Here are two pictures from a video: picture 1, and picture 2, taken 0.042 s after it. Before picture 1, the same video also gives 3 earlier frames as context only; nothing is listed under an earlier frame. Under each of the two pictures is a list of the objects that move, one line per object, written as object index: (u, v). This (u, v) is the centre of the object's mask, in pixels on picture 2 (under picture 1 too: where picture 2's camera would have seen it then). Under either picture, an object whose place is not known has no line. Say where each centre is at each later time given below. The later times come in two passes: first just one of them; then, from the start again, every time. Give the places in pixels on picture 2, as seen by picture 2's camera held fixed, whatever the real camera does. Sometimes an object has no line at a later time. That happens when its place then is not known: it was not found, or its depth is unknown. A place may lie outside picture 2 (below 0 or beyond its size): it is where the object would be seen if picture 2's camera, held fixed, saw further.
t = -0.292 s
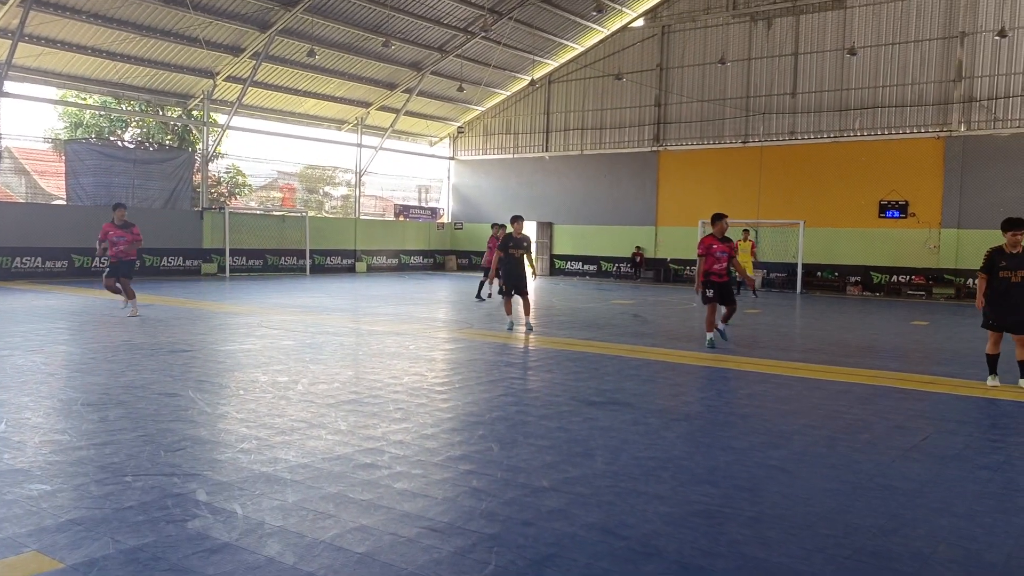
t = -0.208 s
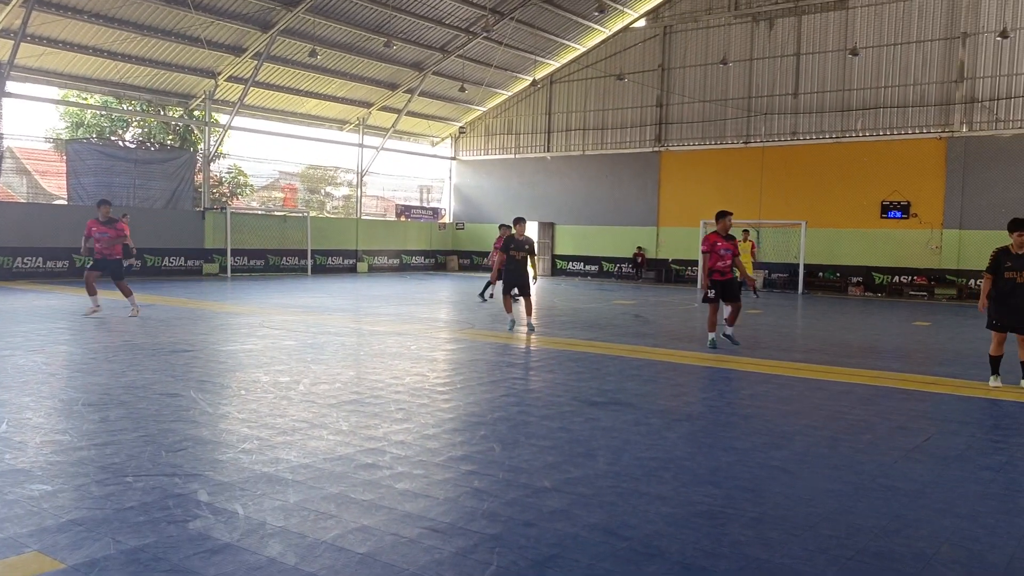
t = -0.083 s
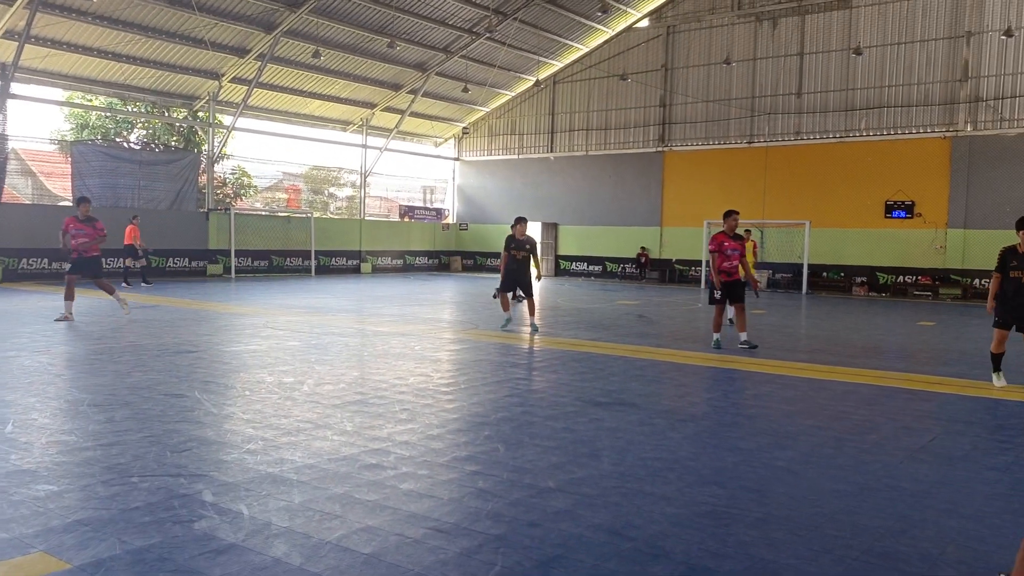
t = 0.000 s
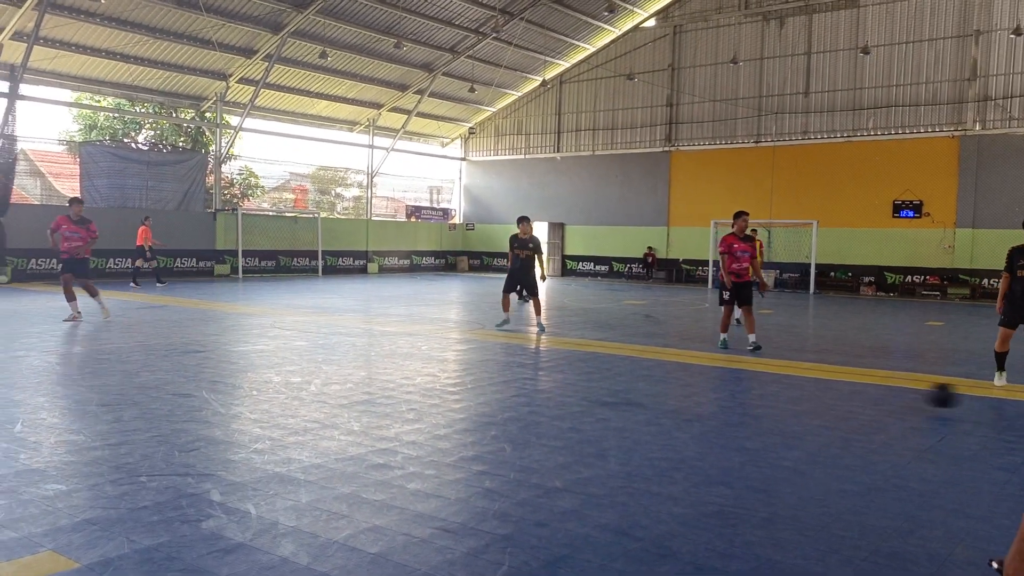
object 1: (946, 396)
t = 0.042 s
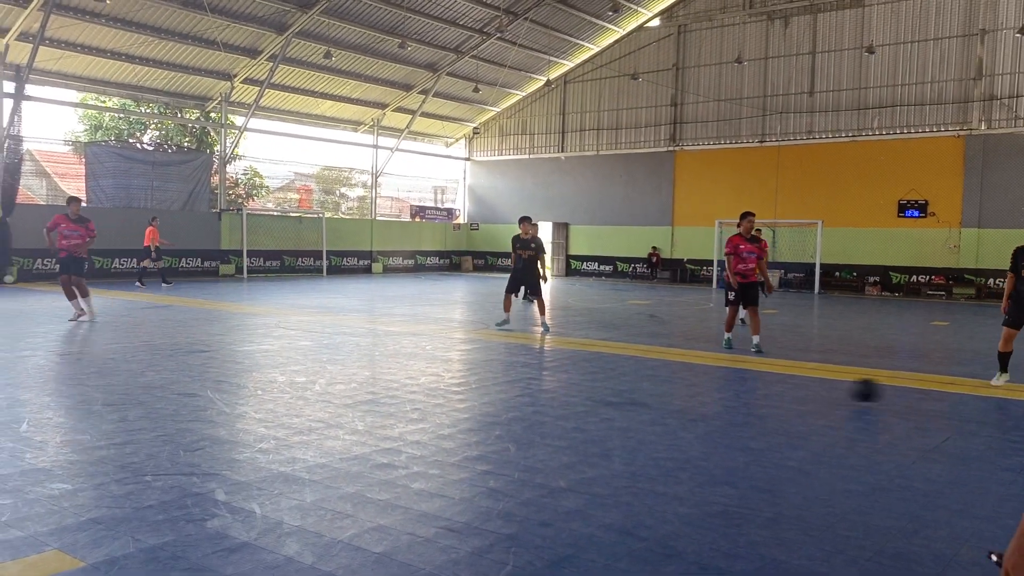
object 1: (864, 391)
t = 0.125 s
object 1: (721, 380)
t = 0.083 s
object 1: (788, 387)
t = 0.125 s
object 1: (721, 380)
